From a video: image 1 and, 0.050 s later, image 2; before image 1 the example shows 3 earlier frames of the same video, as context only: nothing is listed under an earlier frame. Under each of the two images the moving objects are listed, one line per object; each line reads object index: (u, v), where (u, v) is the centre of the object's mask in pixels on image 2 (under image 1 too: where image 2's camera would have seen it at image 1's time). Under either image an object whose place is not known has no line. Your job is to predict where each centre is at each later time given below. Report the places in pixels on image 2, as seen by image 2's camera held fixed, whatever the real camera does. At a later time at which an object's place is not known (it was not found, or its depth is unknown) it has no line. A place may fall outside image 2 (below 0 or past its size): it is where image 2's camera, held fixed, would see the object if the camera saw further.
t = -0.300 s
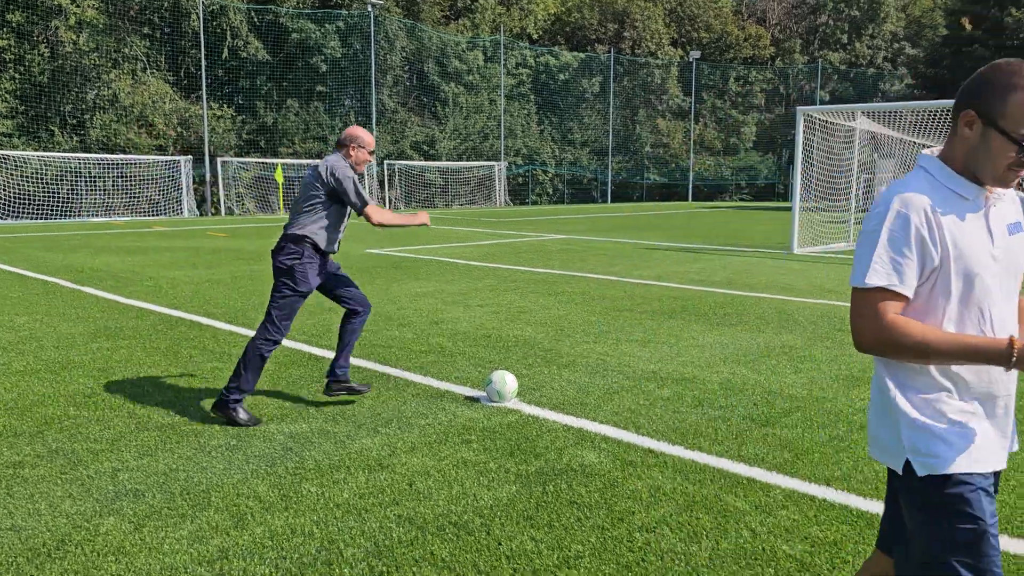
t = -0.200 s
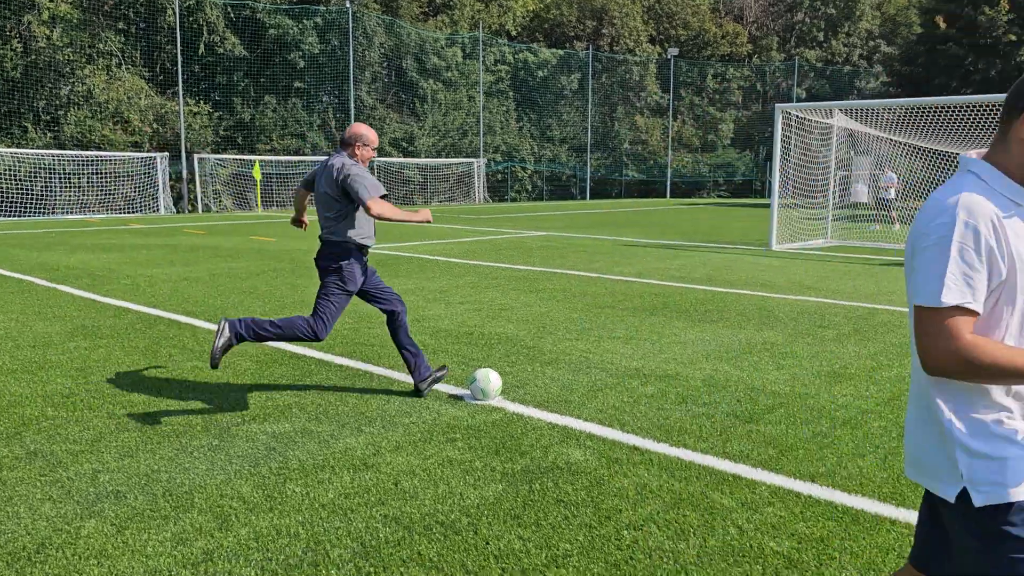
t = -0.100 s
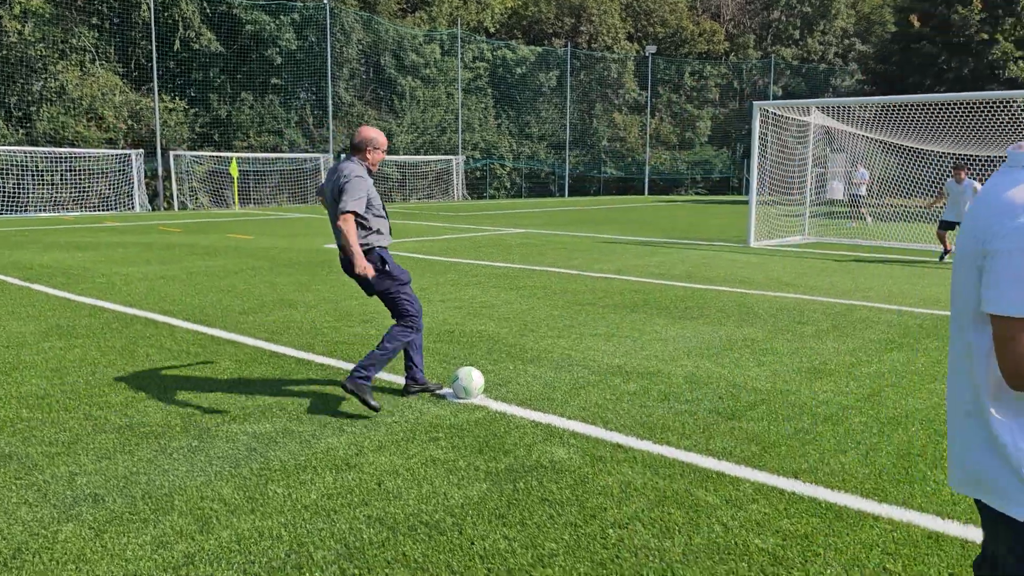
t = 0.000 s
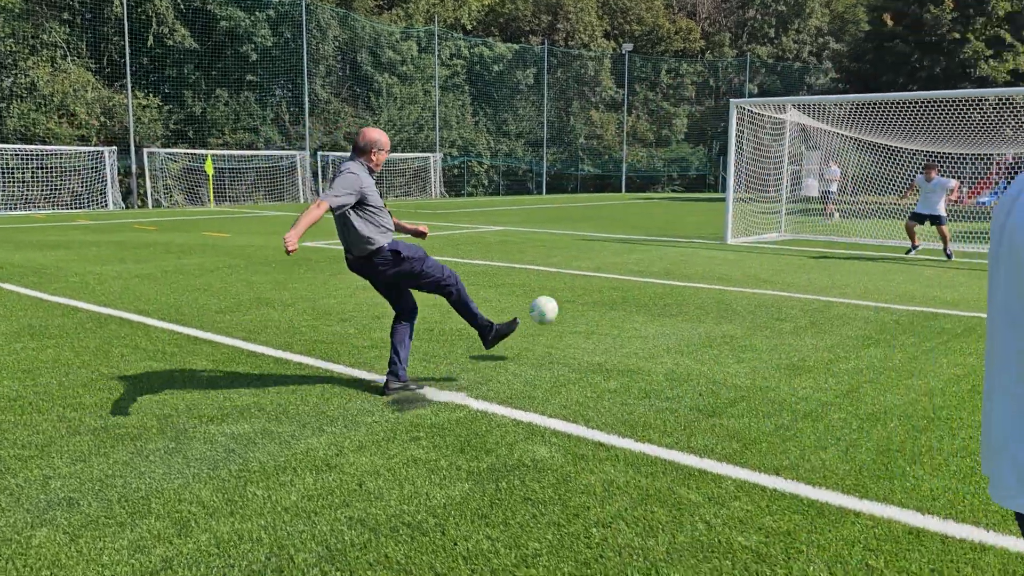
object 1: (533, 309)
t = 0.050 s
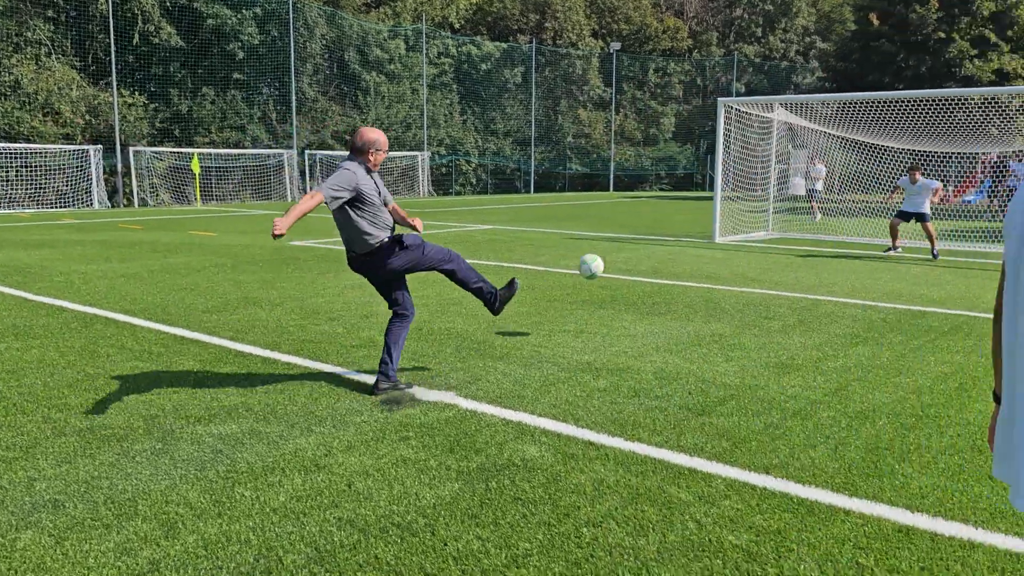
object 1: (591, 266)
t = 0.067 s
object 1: (607, 255)
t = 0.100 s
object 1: (635, 237)
